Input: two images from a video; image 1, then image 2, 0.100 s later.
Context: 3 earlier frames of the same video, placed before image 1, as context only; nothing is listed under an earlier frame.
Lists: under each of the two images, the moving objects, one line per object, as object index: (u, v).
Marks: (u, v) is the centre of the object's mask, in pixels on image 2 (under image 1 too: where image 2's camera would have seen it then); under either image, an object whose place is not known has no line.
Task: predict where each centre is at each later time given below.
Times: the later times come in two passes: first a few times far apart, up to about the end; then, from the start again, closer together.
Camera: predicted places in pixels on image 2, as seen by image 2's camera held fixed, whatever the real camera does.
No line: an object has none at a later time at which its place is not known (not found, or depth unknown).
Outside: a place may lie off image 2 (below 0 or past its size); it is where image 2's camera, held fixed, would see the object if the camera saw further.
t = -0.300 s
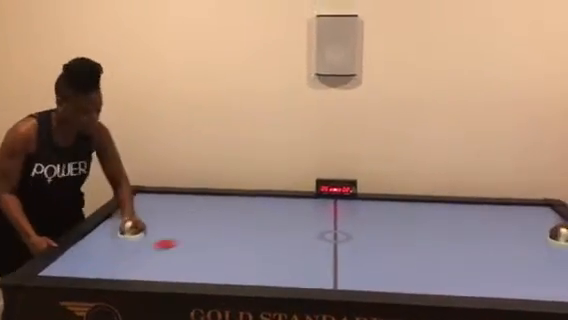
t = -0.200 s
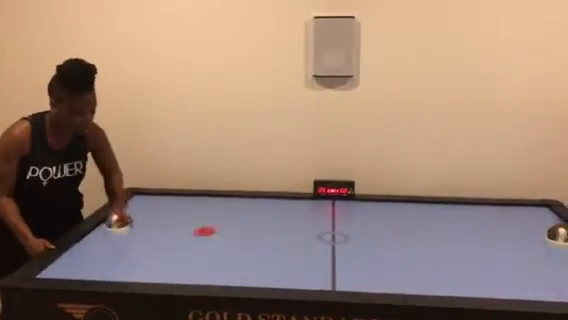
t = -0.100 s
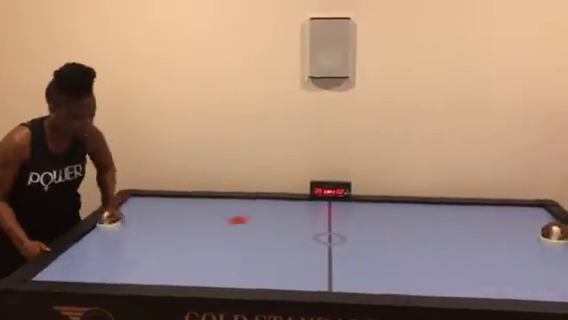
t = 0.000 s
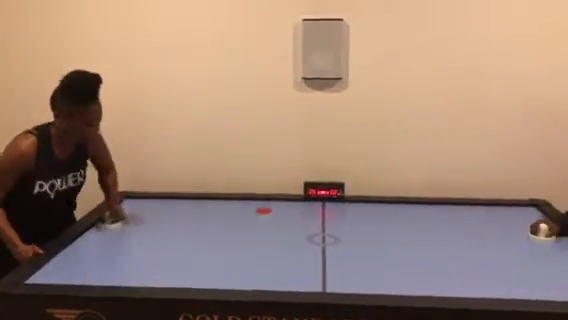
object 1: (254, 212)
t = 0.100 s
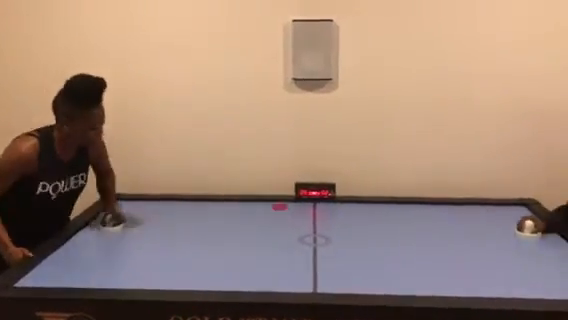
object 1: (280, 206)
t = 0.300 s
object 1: (319, 226)
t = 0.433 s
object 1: (352, 241)
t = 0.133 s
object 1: (285, 211)
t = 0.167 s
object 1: (293, 213)
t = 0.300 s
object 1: (319, 226)
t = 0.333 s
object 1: (329, 230)
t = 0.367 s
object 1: (337, 233)
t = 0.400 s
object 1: (346, 237)
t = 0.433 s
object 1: (352, 241)
